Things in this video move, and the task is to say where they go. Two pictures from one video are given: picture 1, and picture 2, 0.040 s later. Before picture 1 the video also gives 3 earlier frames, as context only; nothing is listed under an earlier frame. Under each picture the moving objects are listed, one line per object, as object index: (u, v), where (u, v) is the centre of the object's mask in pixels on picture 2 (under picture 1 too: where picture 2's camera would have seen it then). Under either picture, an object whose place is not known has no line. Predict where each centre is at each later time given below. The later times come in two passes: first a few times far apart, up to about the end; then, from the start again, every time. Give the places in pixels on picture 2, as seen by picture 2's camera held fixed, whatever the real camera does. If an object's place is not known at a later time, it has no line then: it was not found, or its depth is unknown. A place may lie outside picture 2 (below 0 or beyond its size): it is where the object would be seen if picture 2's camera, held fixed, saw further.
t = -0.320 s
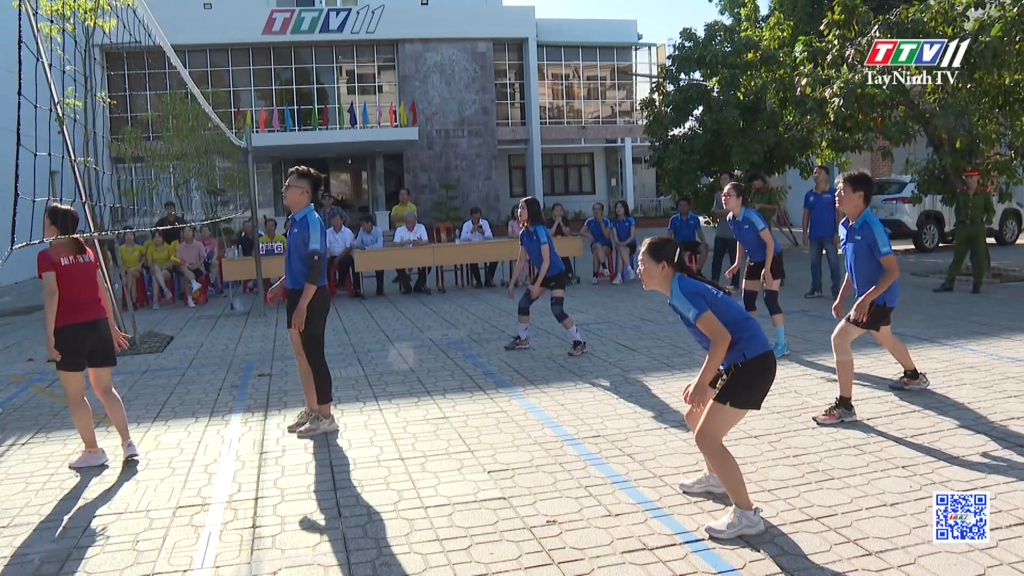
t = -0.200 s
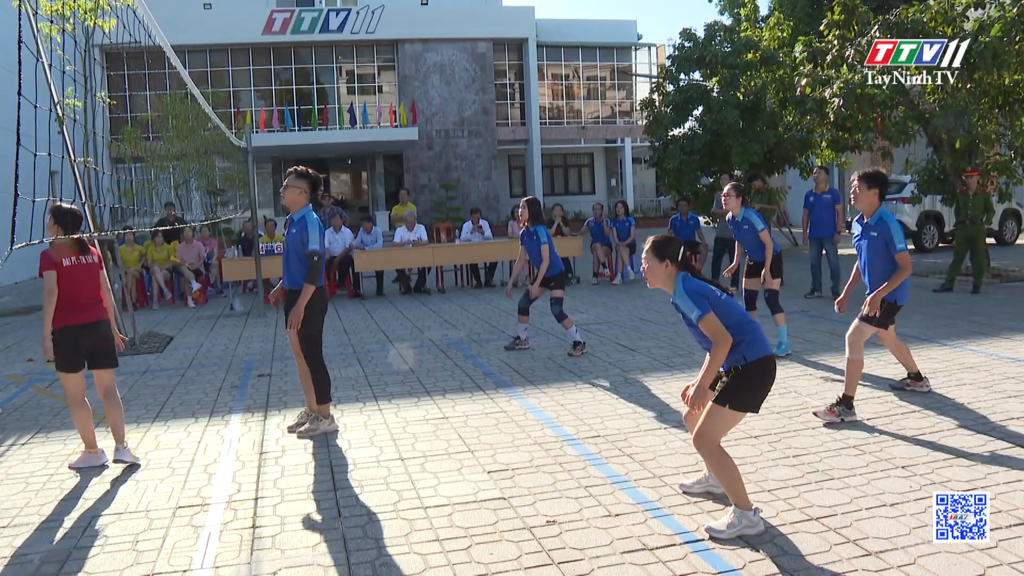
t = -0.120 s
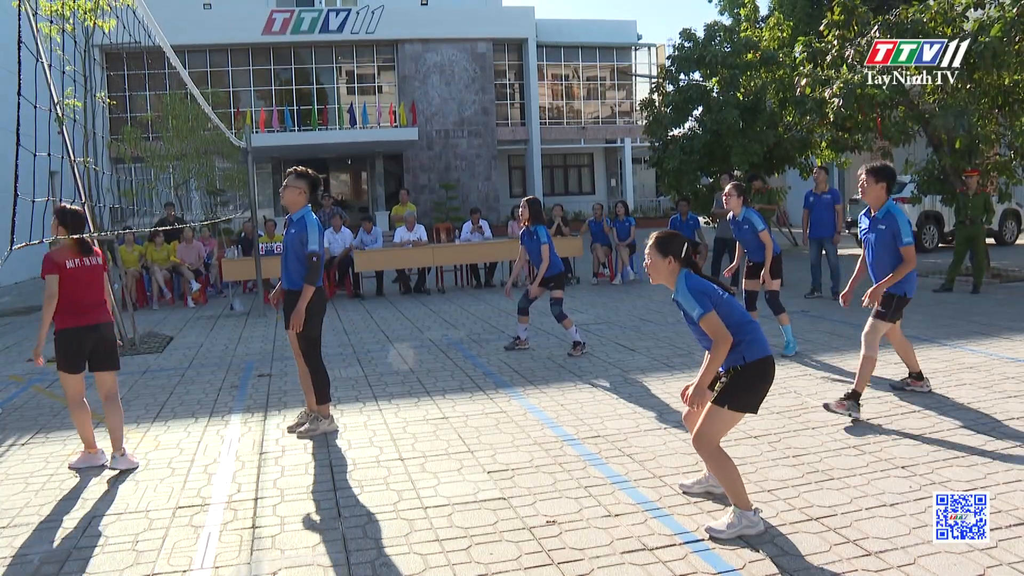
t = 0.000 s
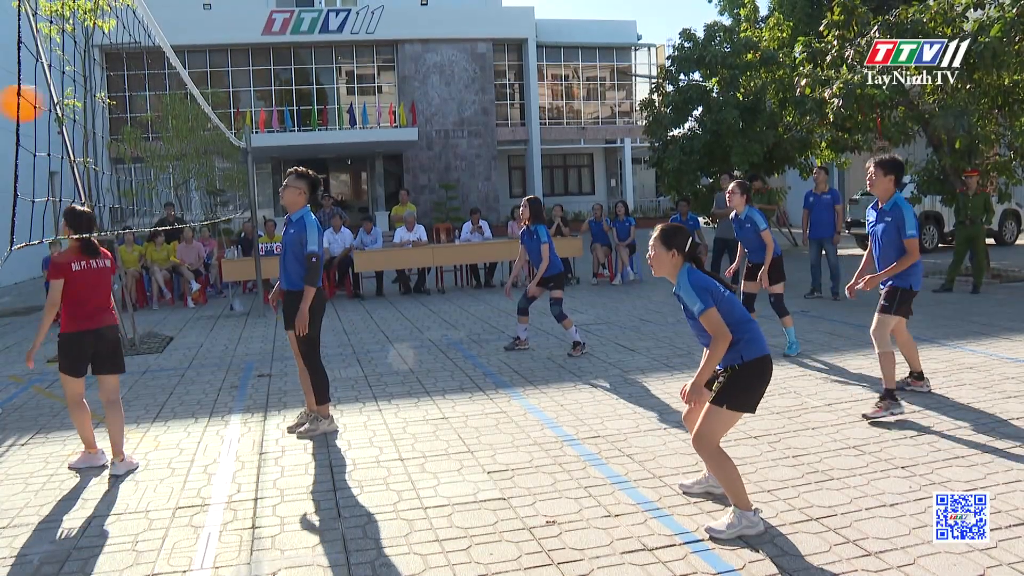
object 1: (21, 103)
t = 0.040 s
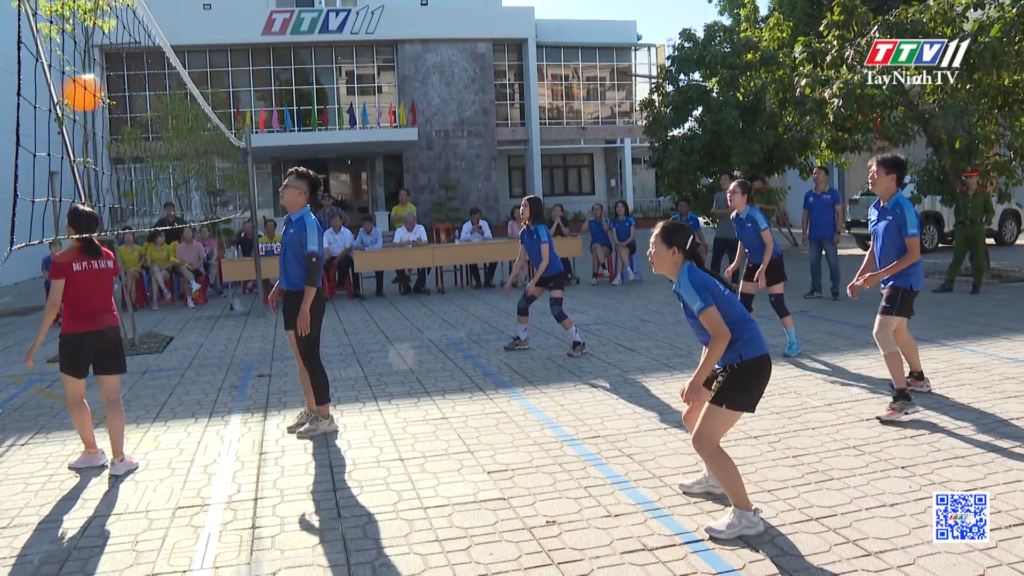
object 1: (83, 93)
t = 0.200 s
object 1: (292, 78)
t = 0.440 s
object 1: (533, 119)
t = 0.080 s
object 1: (139, 86)
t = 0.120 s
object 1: (193, 81)
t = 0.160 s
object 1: (243, 78)
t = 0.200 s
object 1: (292, 78)
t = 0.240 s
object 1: (337, 79)
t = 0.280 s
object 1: (381, 83)
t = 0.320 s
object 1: (422, 88)
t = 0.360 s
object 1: (460, 97)
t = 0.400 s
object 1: (497, 107)
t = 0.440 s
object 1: (533, 119)
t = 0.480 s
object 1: (565, 133)
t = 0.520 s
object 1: (597, 148)
